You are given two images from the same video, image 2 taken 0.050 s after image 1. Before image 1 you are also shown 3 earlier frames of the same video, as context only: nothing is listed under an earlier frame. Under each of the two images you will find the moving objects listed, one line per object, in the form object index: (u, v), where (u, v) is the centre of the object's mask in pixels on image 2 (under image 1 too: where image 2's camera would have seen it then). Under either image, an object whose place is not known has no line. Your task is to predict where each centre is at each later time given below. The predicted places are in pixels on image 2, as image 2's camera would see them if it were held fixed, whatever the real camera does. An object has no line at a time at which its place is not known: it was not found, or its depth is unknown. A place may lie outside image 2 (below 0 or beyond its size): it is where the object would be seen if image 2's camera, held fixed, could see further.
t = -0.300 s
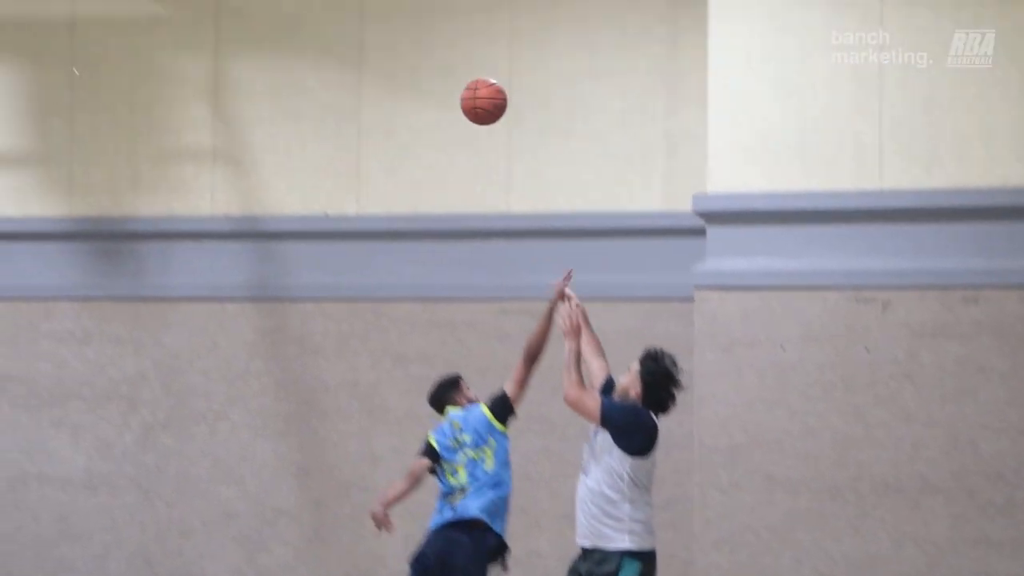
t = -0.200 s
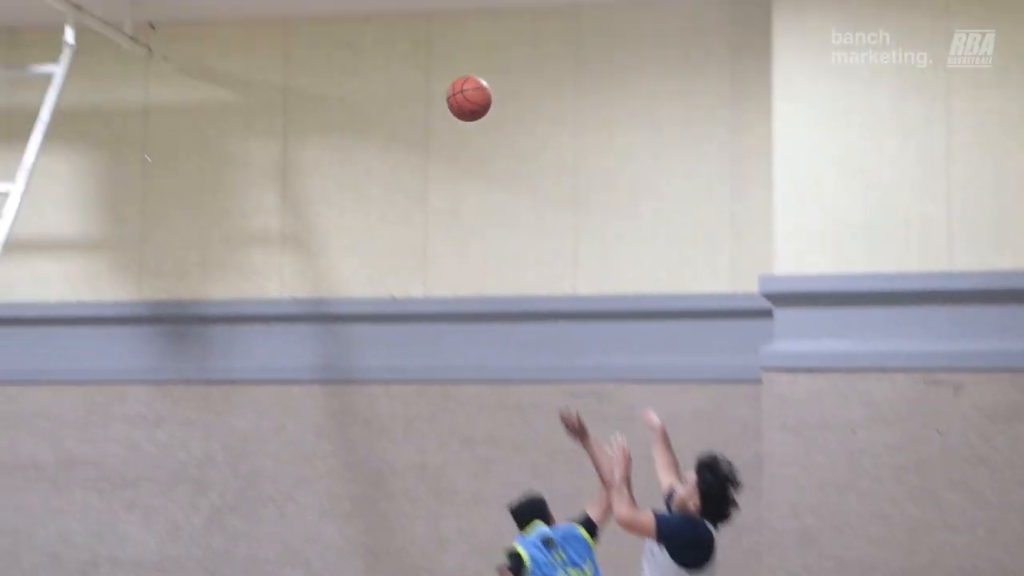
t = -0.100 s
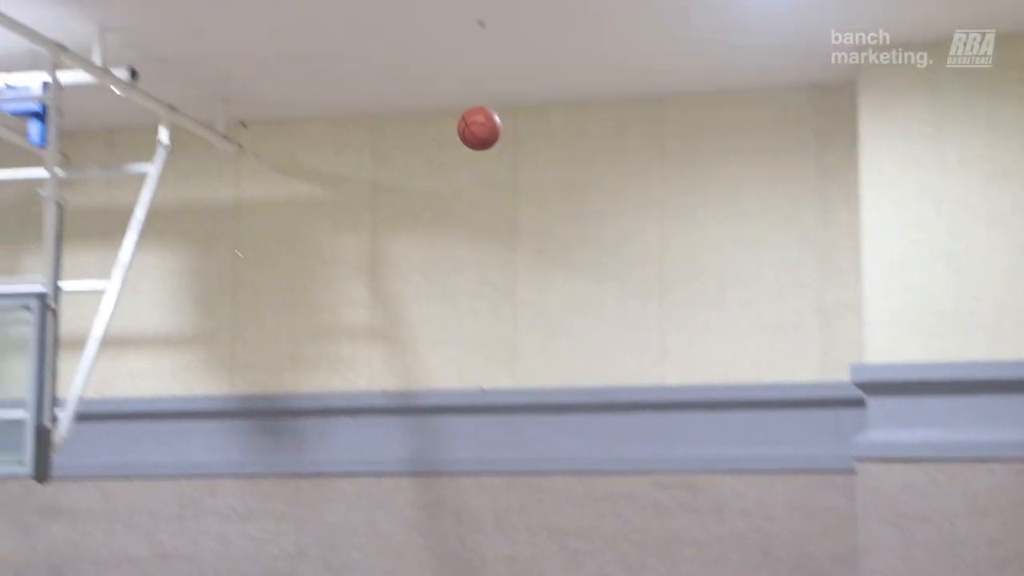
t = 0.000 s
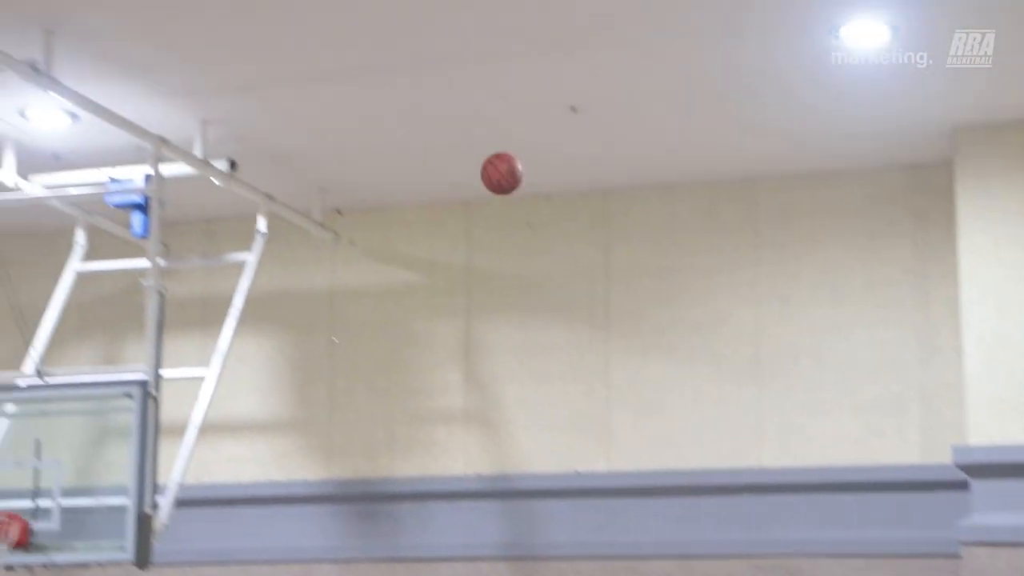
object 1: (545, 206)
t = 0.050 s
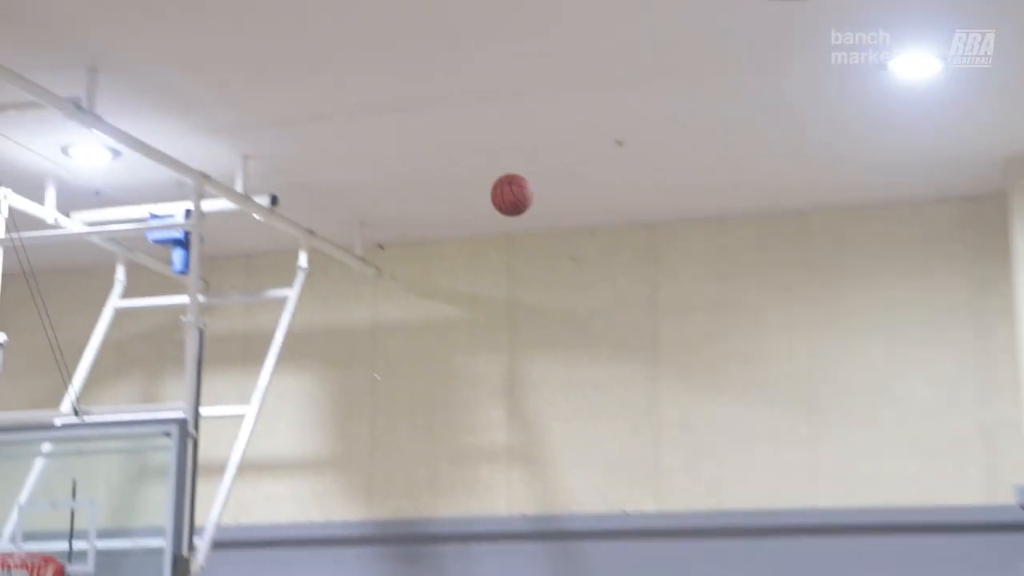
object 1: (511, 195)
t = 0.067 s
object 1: (499, 192)
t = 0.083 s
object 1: (489, 190)
